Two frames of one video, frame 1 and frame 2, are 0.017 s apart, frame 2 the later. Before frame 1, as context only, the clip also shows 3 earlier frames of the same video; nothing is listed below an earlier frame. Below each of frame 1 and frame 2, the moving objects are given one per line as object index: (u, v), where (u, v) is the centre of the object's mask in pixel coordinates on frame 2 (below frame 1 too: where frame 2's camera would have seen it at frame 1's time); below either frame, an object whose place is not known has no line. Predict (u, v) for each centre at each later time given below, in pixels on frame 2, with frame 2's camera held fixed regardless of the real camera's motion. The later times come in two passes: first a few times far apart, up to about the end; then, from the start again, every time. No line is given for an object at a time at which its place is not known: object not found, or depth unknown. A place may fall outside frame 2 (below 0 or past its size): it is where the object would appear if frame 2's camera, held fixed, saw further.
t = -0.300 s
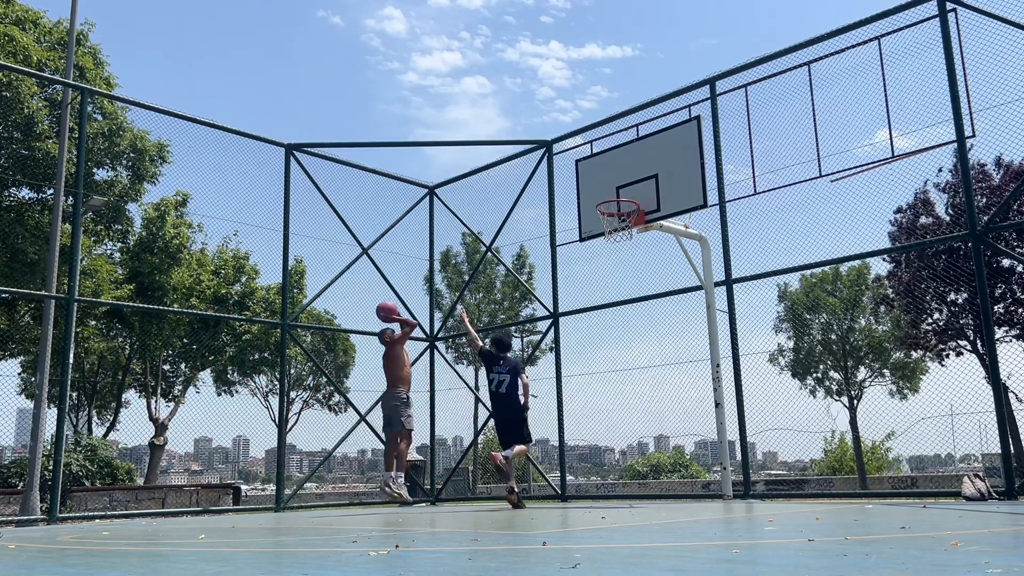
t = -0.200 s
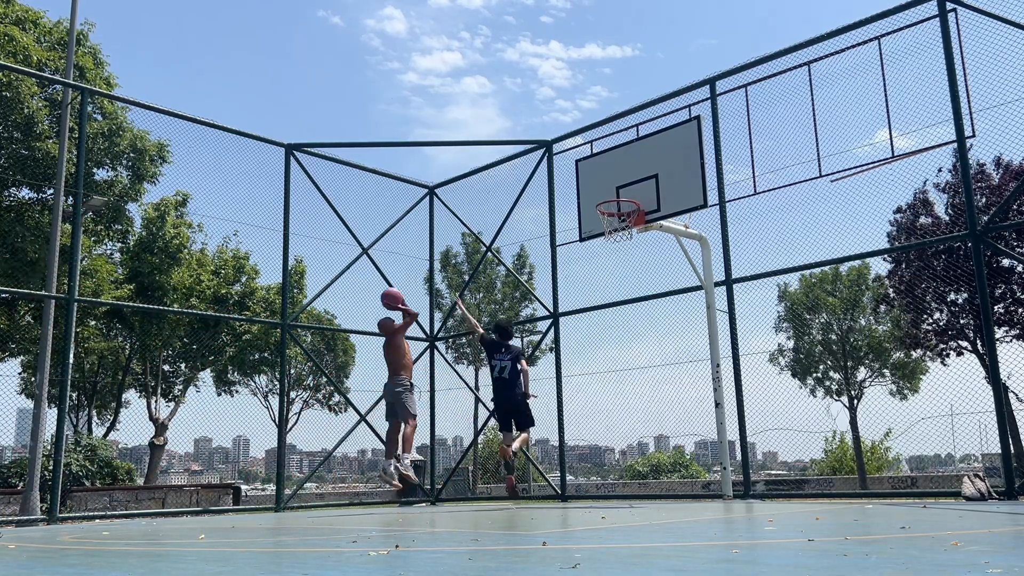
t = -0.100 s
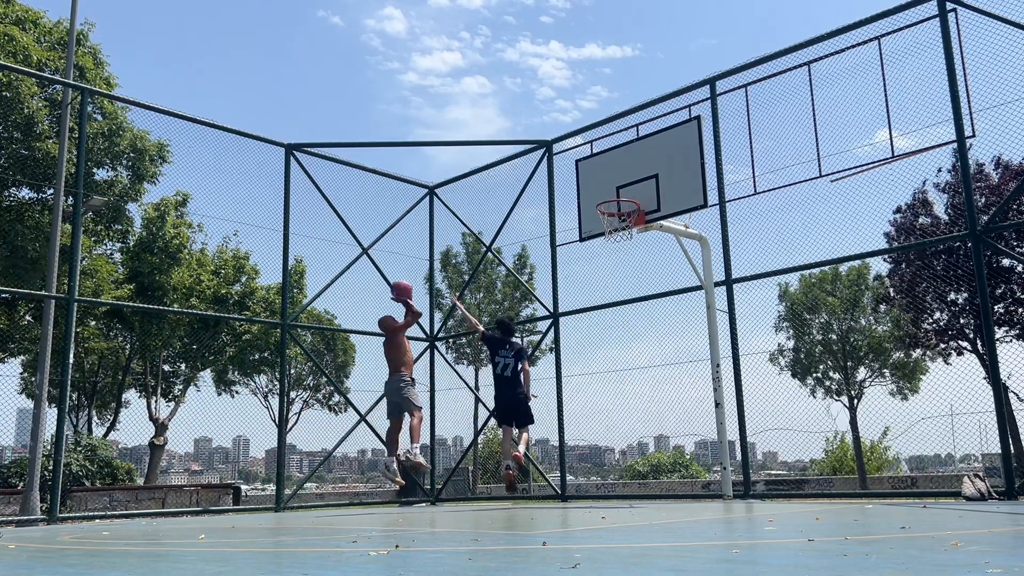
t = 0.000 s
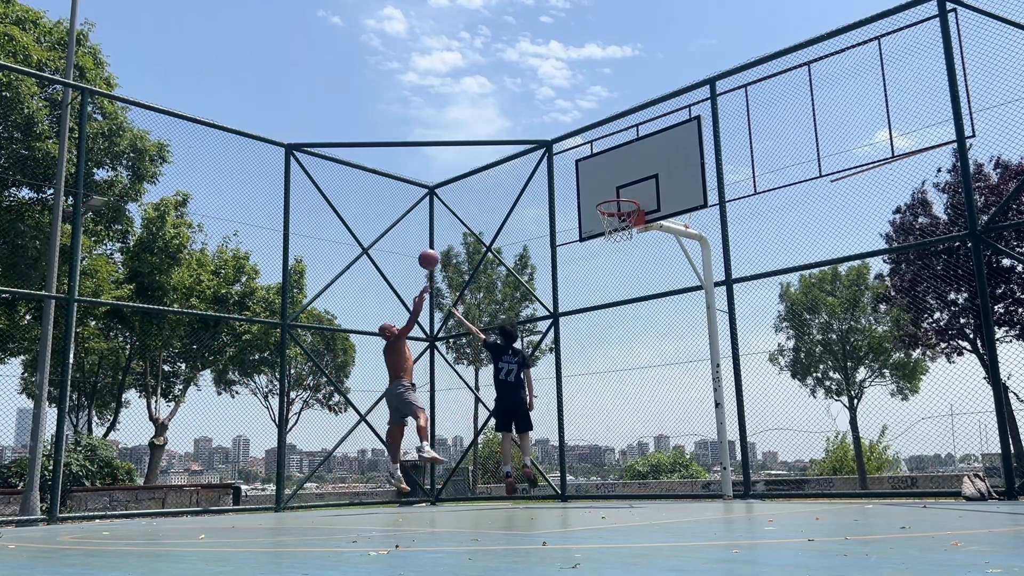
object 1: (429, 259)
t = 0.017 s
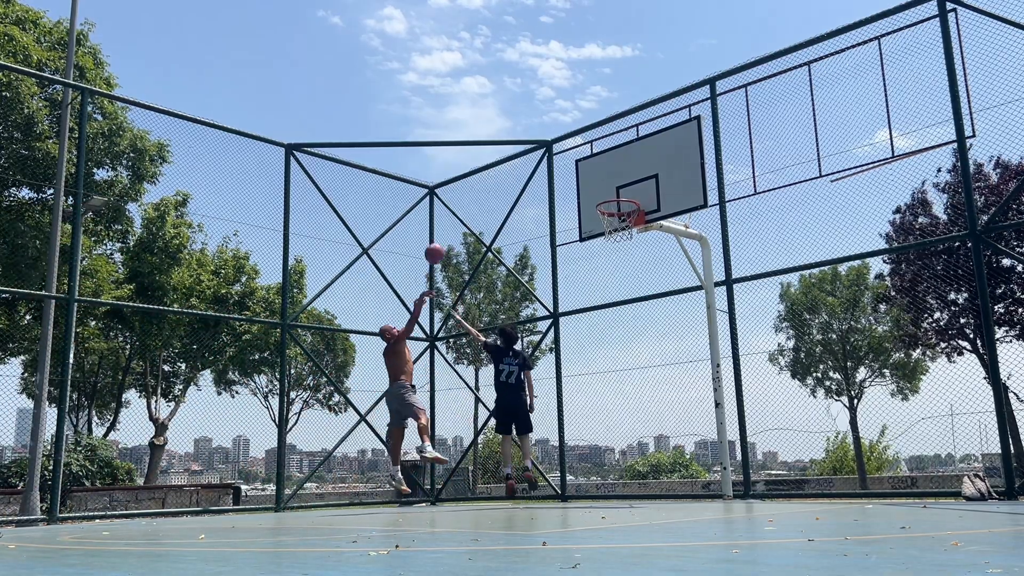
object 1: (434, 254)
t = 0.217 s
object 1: (508, 204)
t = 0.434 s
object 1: (589, 184)
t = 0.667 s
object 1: (618, 200)
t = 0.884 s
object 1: (625, 216)
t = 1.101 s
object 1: (611, 268)
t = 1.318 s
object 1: (600, 364)
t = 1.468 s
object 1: (594, 459)
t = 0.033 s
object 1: (441, 248)
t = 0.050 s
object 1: (447, 243)
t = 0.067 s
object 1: (454, 238)
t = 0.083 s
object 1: (459, 233)
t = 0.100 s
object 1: (465, 229)
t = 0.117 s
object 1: (472, 224)
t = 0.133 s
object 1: (478, 220)
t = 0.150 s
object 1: (484, 216)
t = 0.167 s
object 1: (490, 213)
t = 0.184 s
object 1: (496, 209)
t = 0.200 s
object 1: (502, 206)
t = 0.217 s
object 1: (508, 204)
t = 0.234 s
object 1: (515, 201)
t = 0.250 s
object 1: (521, 198)
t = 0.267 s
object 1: (527, 196)
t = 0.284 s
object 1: (533, 194)
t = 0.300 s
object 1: (539, 192)
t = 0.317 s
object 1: (546, 190)
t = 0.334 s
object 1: (552, 188)
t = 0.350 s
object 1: (559, 187)
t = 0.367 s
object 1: (565, 186)
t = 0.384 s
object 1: (570, 185)
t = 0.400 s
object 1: (577, 185)
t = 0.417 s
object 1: (583, 184)
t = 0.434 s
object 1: (589, 184)
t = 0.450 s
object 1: (596, 184)
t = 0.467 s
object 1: (602, 184)
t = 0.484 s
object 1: (608, 185)
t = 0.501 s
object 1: (615, 186)
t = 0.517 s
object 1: (616, 186)
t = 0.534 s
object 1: (616, 187)
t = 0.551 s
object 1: (617, 187)
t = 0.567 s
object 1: (617, 189)
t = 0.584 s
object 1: (617, 189)
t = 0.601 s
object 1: (617, 190)
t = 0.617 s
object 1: (618, 191)
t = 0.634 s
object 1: (618, 195)
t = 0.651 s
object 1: (618, 198)
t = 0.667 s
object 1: (618, 200)
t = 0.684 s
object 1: (616, 201)
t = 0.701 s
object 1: (616, 205)
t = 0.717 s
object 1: (614, 206)
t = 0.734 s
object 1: (613, 208)
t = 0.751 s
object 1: (613, 210)
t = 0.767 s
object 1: (616, 209)
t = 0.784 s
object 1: (618, 210)
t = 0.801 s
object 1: (621, 210)
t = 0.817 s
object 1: (624, 210)
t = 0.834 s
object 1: (626, 211)
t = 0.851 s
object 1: (627, 212)
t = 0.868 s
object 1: (627, 213)
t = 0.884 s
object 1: (625, 216)
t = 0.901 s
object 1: (624, 218)
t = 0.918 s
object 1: (622, 222)
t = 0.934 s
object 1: (621, 225)
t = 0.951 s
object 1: (620, 228)
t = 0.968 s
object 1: (620, 231)
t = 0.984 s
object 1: (618, 235)
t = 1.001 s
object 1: (617, 239)
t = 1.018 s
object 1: (616, 244)
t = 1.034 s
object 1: (615, 248)
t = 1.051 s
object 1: (614, 253)
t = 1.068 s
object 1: (613, 258)
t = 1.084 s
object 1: (612, 263)
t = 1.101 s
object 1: (611, 268)
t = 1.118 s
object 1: (610, 274)
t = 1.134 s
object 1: (609, 280)
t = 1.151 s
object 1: (608, 287)
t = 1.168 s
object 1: (607, 293)
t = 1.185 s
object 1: (606, 300)
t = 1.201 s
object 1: (606, 307)
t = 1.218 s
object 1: (605, 314)
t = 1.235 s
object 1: (604, 321)
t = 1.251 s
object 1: (603, 329)
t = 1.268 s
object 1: (602, 337)
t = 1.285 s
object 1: (601, 346)
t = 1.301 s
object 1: (600, 355)
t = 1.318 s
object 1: (600, 364)
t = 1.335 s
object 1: (599, 373)
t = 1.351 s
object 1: (598, 382)
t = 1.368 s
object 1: (597, 393)
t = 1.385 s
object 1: (597, 403)
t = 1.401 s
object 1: (596, 414)
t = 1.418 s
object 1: (595, 425)
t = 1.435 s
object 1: (595, 436)
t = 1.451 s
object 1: (594, 448)
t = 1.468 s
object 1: (594, 459)
